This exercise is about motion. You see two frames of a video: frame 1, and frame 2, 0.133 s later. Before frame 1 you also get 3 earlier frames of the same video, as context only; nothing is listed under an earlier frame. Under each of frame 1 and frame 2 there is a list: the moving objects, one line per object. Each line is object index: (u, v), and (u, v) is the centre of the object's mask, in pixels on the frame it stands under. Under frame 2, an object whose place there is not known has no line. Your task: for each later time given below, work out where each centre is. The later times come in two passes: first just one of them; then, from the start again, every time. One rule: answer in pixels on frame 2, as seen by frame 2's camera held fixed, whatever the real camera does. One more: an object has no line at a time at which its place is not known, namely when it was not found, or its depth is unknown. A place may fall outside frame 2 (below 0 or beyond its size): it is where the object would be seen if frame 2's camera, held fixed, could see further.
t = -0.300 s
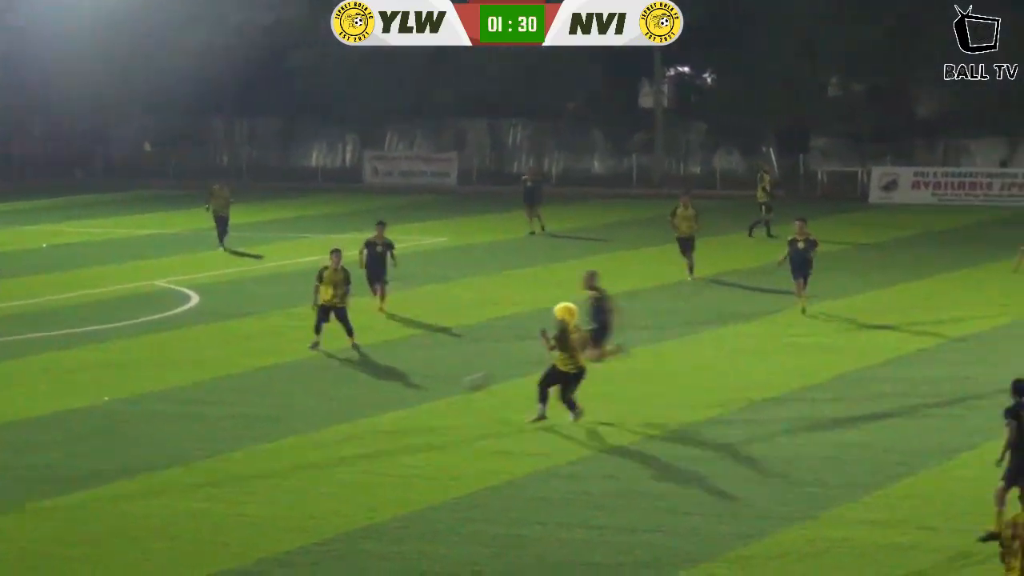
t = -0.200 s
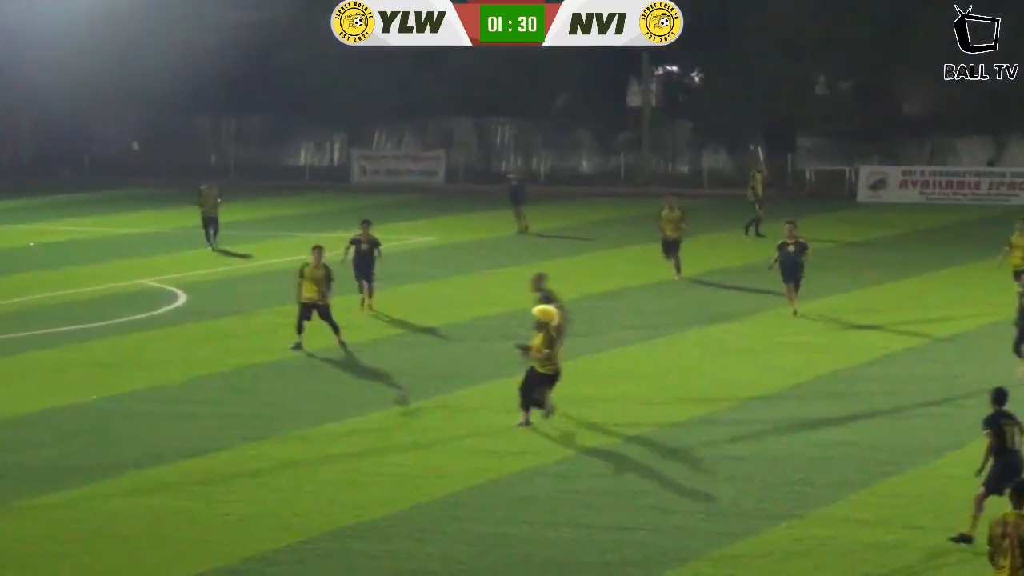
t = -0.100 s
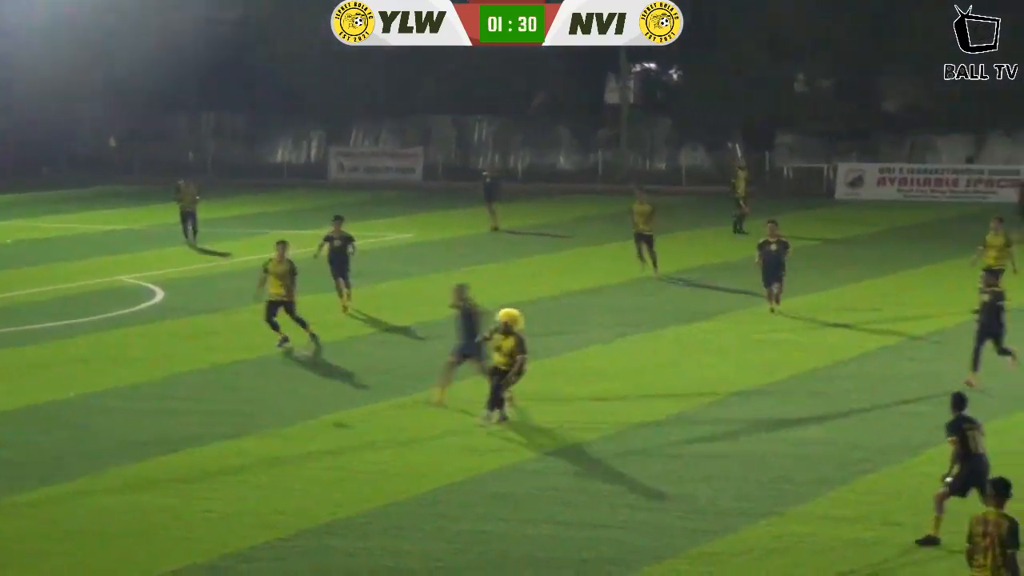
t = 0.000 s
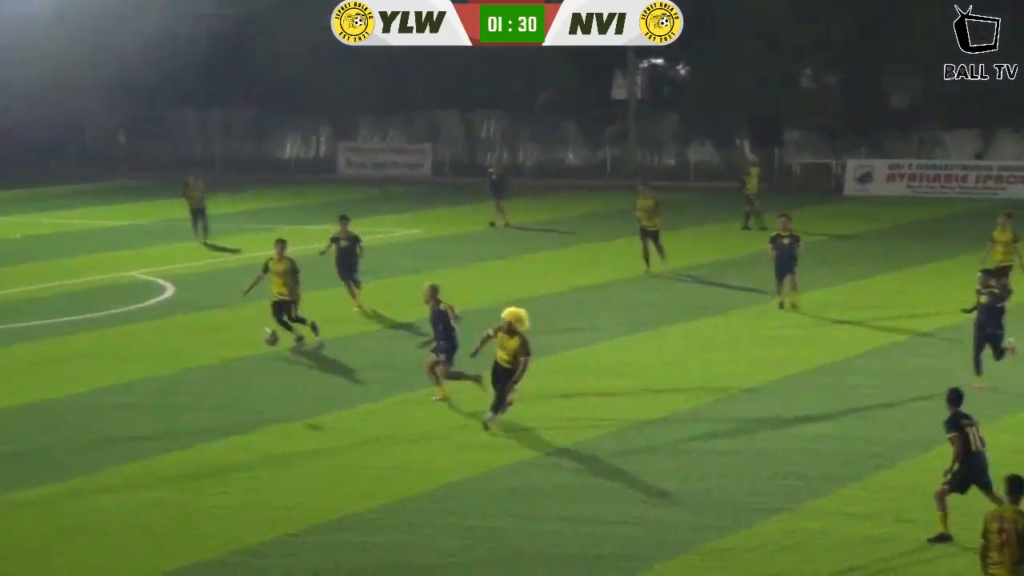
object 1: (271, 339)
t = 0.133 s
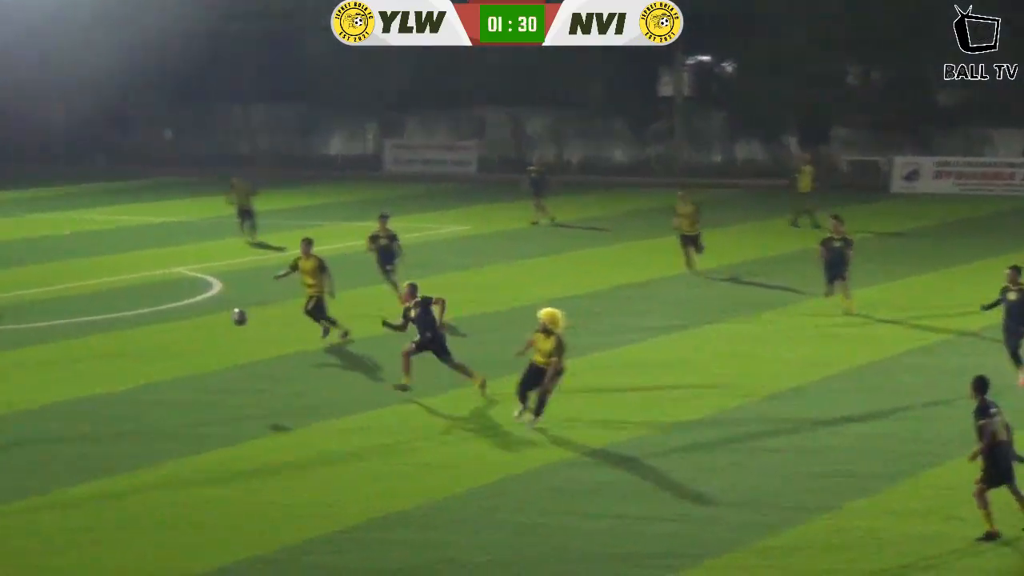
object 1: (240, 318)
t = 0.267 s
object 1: (168, 318)
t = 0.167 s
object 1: (229, 317)
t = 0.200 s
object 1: (209, 316)
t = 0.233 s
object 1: (188, 316)
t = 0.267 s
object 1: (168, 318)
